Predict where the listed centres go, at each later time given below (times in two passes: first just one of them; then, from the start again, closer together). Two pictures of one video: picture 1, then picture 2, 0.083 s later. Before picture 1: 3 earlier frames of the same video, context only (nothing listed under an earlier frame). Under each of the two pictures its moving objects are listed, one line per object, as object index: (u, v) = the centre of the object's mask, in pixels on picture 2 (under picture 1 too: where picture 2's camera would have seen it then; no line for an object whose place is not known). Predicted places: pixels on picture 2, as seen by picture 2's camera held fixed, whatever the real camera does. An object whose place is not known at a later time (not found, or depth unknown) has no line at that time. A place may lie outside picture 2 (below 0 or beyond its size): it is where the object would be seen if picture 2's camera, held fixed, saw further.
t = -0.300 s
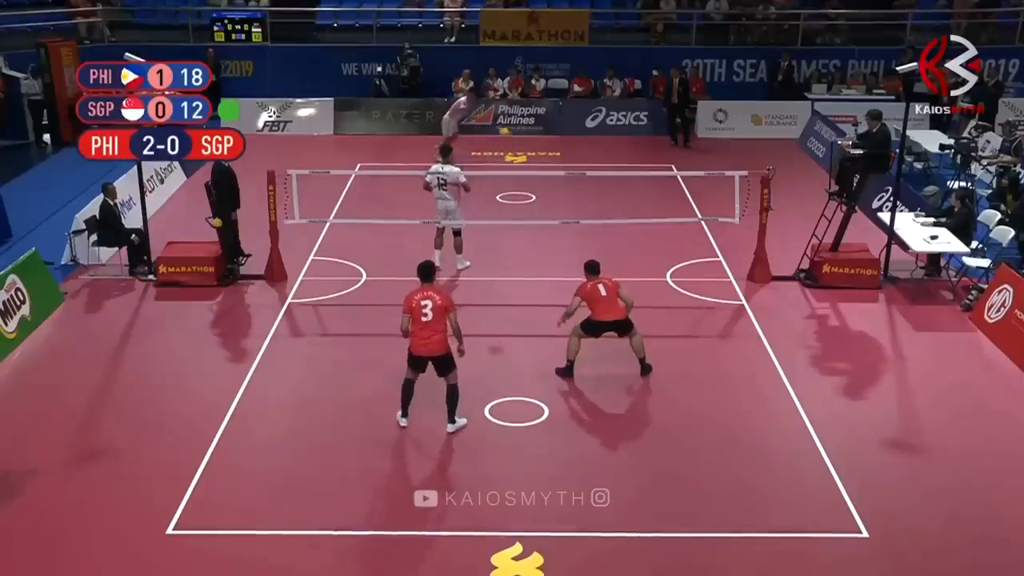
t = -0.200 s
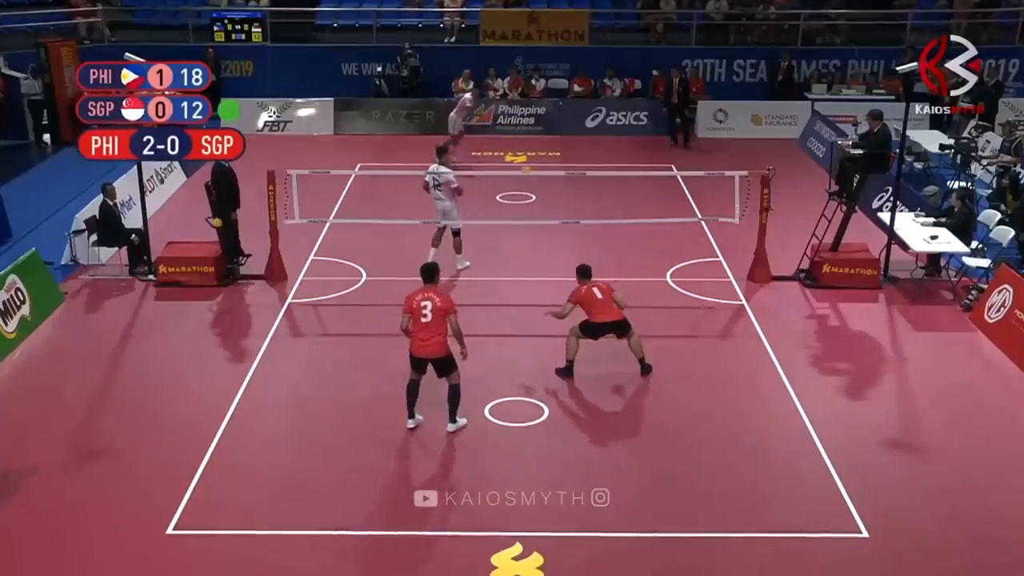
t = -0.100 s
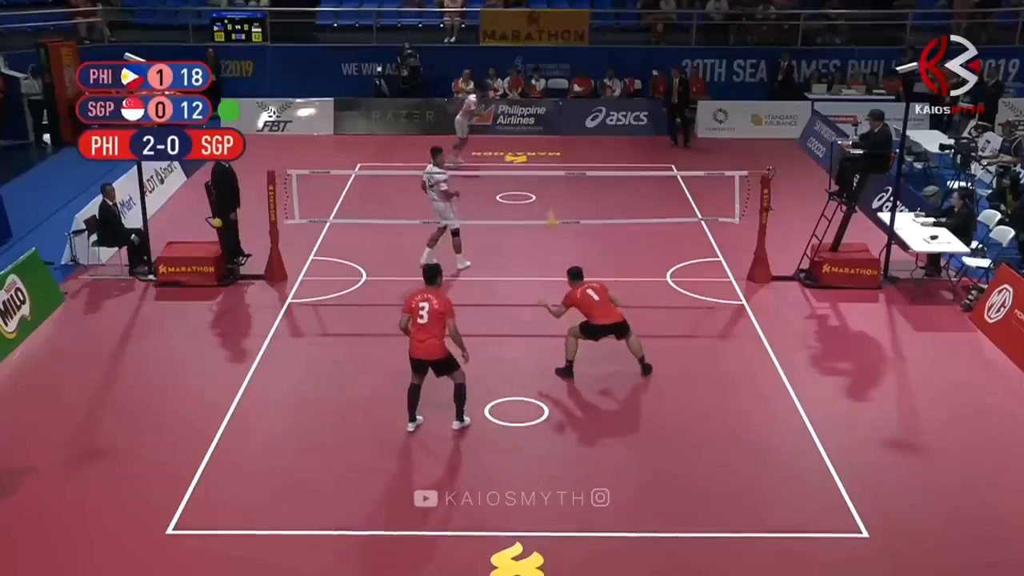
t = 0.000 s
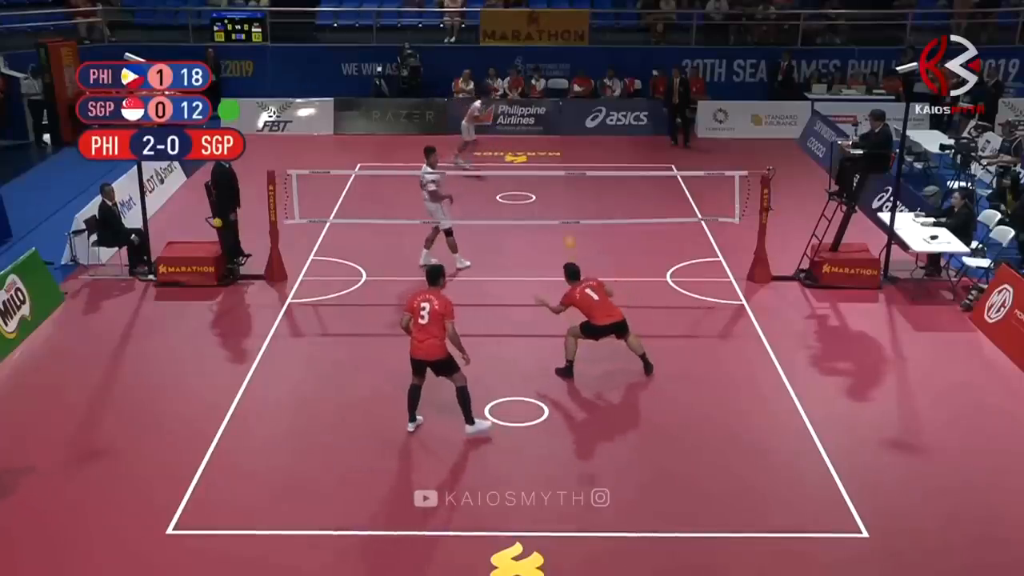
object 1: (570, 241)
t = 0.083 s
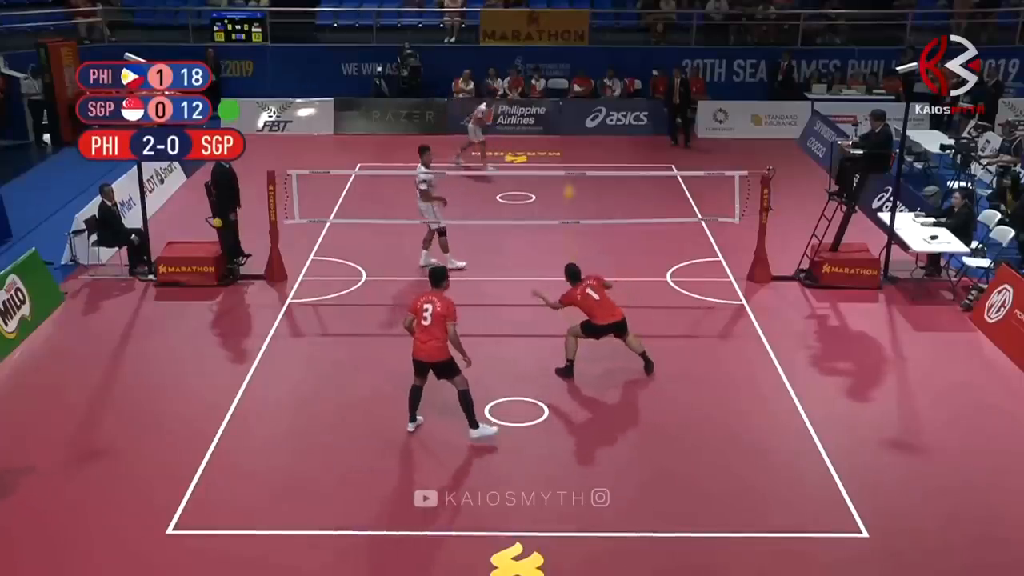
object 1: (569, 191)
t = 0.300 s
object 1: (566, 84)
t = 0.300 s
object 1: (566, 84)
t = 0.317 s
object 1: (566, 75)
